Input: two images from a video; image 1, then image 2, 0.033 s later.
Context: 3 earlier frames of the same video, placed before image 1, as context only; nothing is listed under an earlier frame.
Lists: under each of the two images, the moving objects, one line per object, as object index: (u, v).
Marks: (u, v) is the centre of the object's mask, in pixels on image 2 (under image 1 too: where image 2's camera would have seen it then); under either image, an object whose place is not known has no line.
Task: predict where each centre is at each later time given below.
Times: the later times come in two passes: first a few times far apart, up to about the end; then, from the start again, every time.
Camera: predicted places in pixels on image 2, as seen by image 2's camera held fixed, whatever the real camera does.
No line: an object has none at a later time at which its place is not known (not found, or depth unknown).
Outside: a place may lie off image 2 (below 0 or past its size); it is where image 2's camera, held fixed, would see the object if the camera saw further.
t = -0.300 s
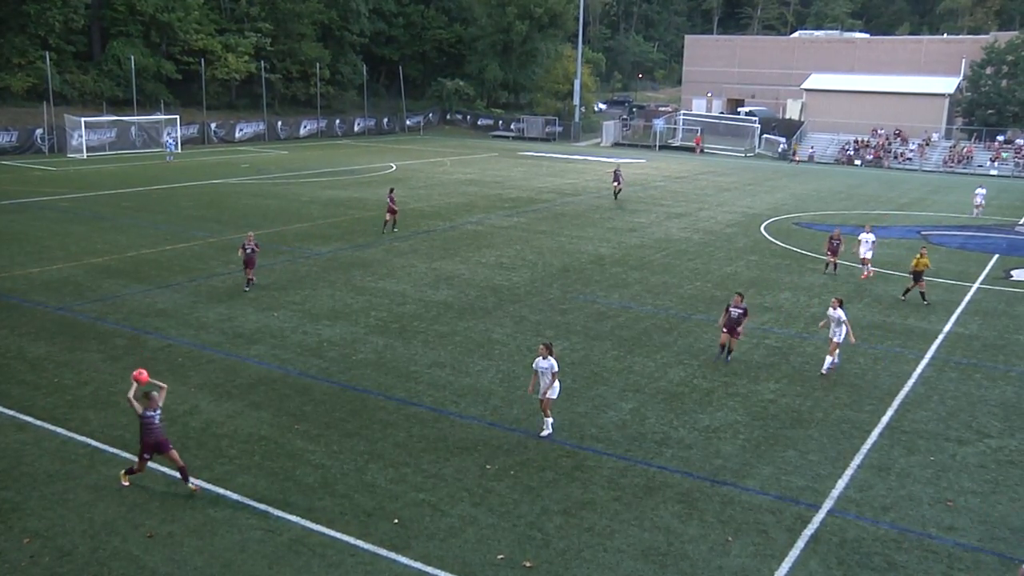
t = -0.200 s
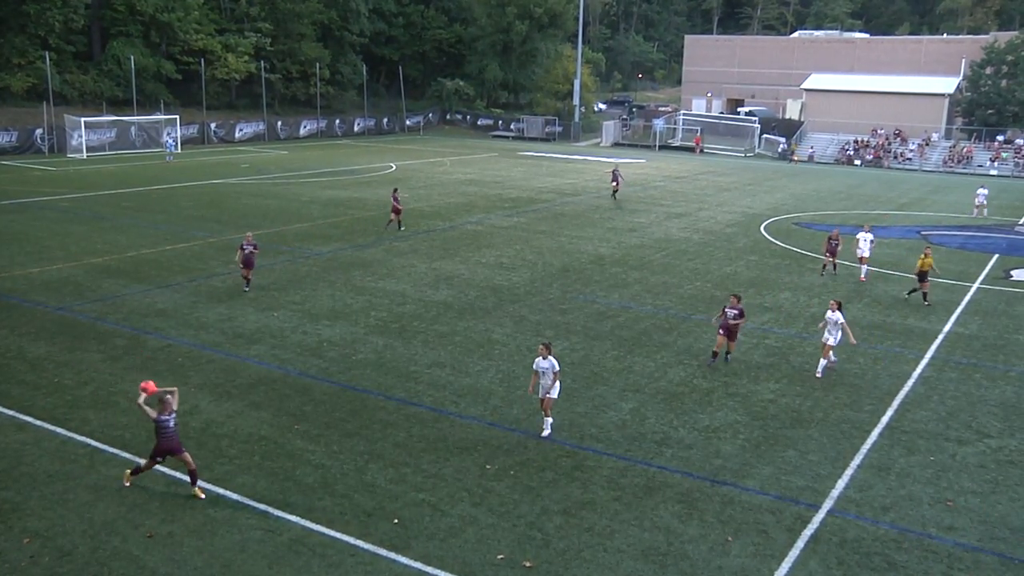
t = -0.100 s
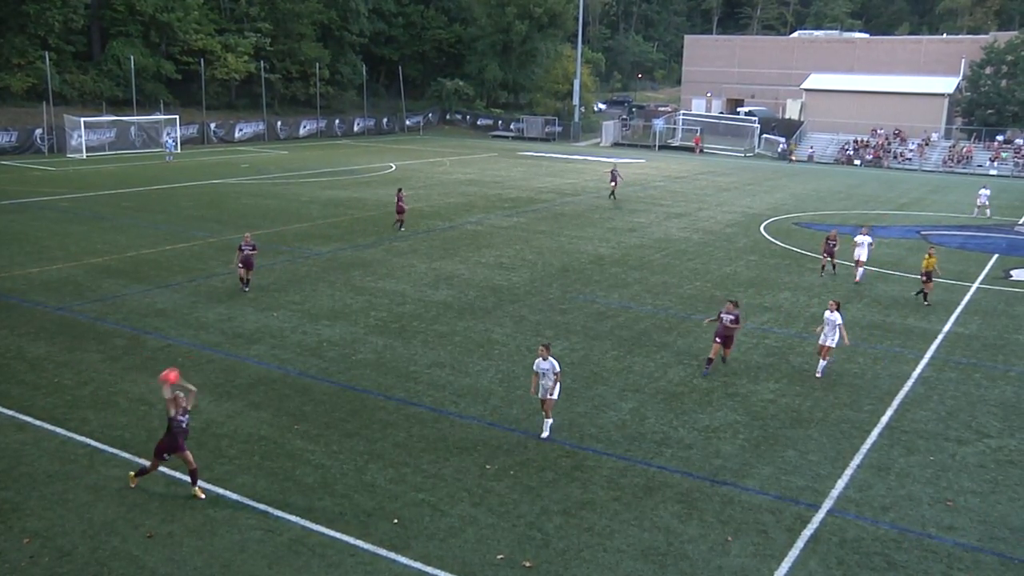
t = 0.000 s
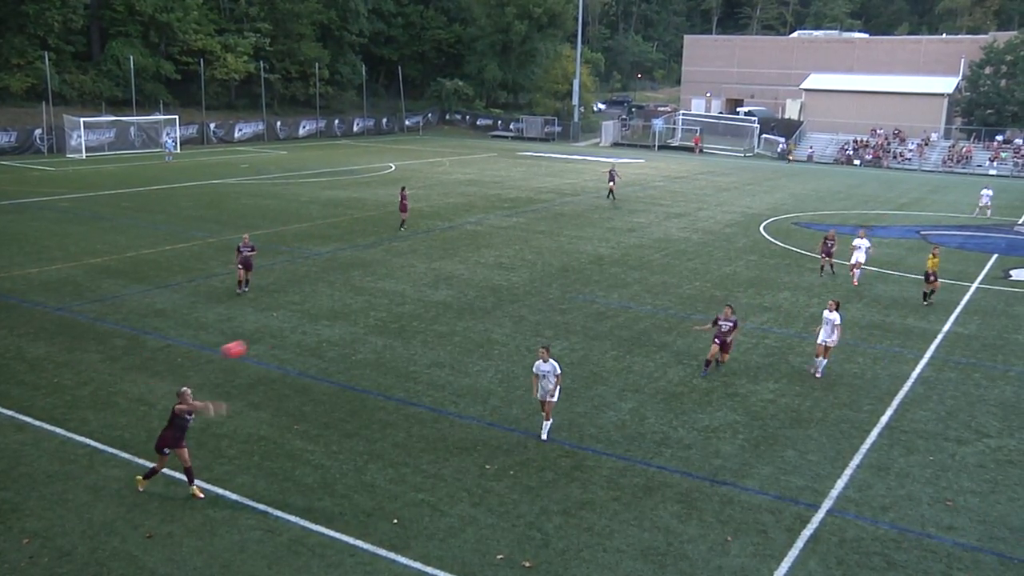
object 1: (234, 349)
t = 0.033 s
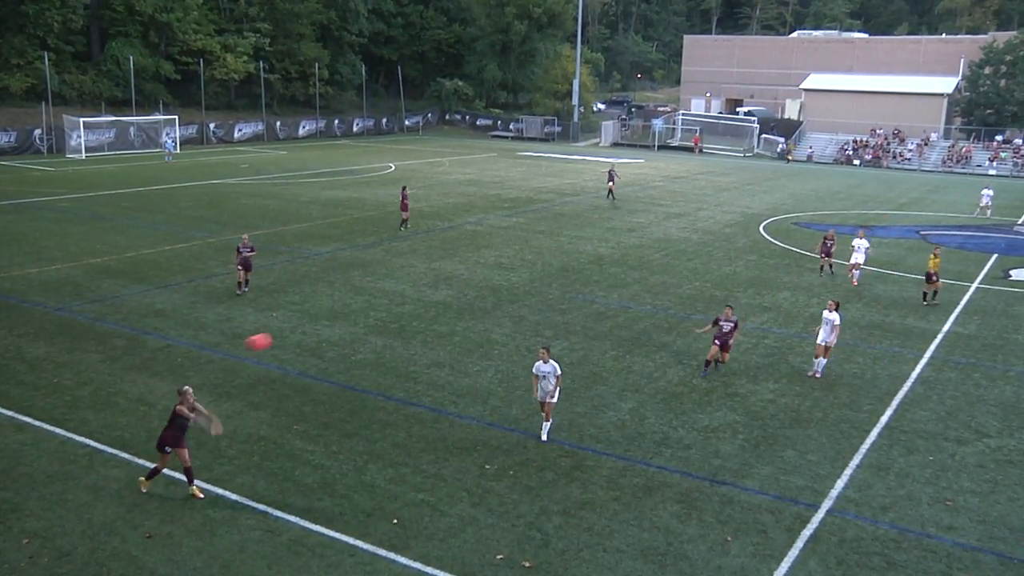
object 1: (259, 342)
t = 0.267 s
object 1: (458, 307)
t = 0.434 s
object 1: (625, 311)
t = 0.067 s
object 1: (285, 334)
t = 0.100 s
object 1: (312, 328)
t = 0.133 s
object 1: (339, 323)
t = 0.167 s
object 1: (368, 317)
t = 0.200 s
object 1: (397, 314)
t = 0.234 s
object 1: (427, 310)
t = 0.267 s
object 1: (458, 307)
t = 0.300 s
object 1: (490, 305)
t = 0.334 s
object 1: (522, 305)
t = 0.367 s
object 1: (555, 306)
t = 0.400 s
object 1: (590, 308)
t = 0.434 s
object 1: (625, 311)
